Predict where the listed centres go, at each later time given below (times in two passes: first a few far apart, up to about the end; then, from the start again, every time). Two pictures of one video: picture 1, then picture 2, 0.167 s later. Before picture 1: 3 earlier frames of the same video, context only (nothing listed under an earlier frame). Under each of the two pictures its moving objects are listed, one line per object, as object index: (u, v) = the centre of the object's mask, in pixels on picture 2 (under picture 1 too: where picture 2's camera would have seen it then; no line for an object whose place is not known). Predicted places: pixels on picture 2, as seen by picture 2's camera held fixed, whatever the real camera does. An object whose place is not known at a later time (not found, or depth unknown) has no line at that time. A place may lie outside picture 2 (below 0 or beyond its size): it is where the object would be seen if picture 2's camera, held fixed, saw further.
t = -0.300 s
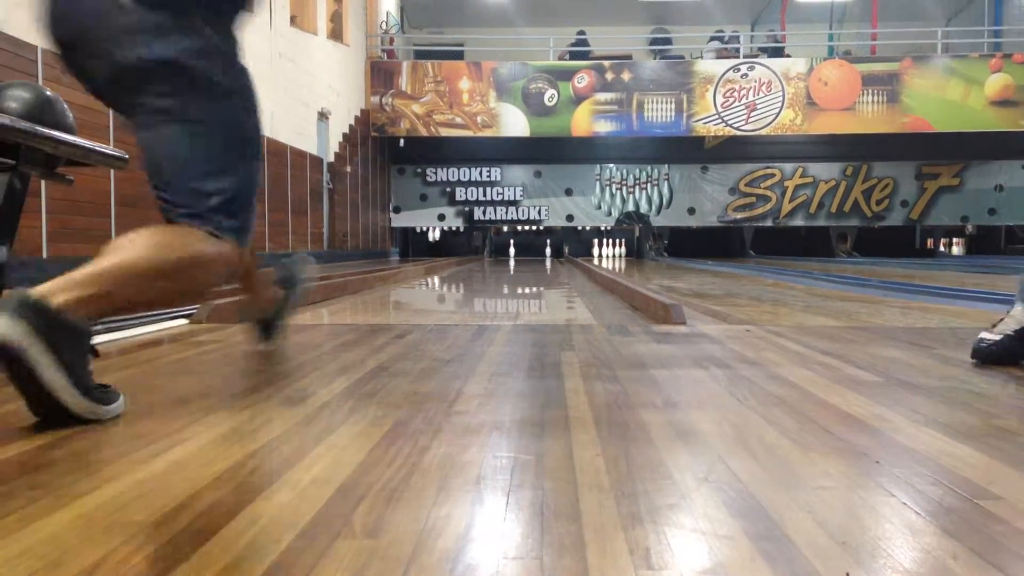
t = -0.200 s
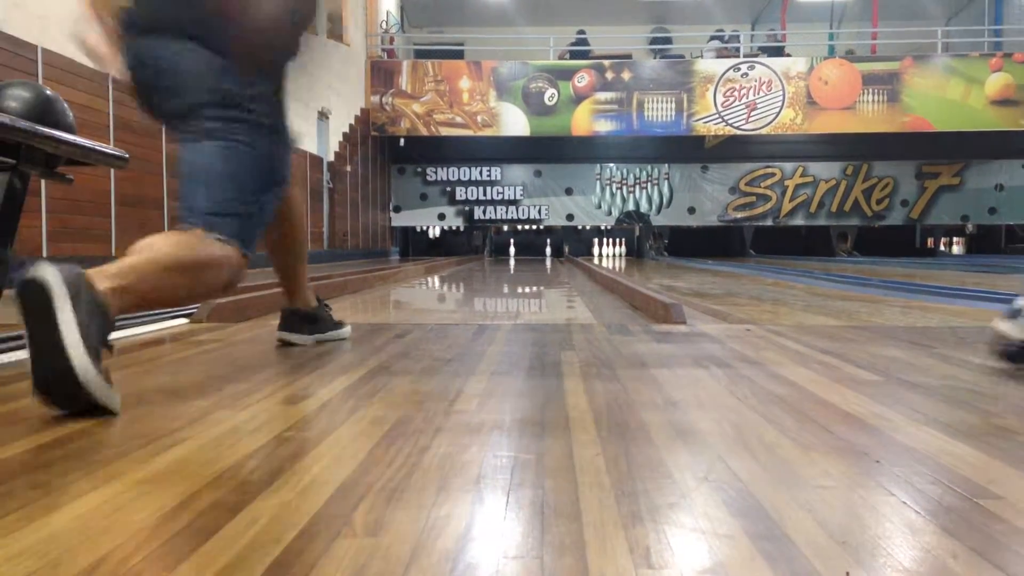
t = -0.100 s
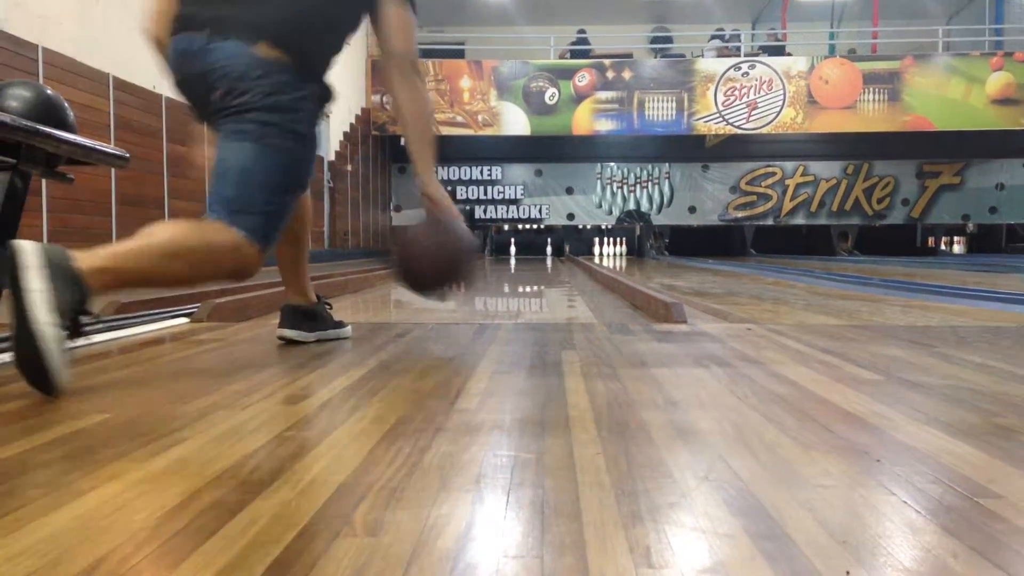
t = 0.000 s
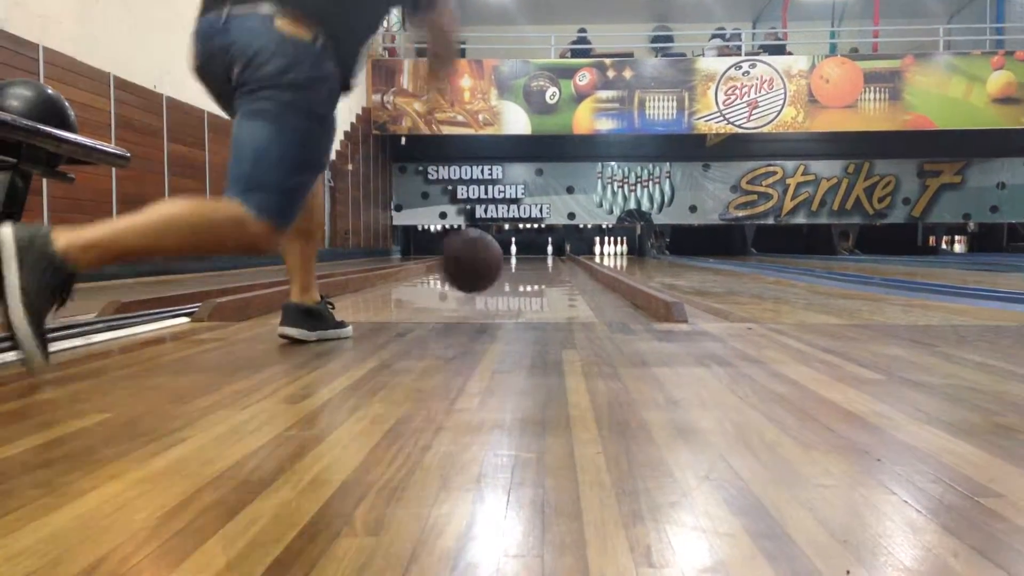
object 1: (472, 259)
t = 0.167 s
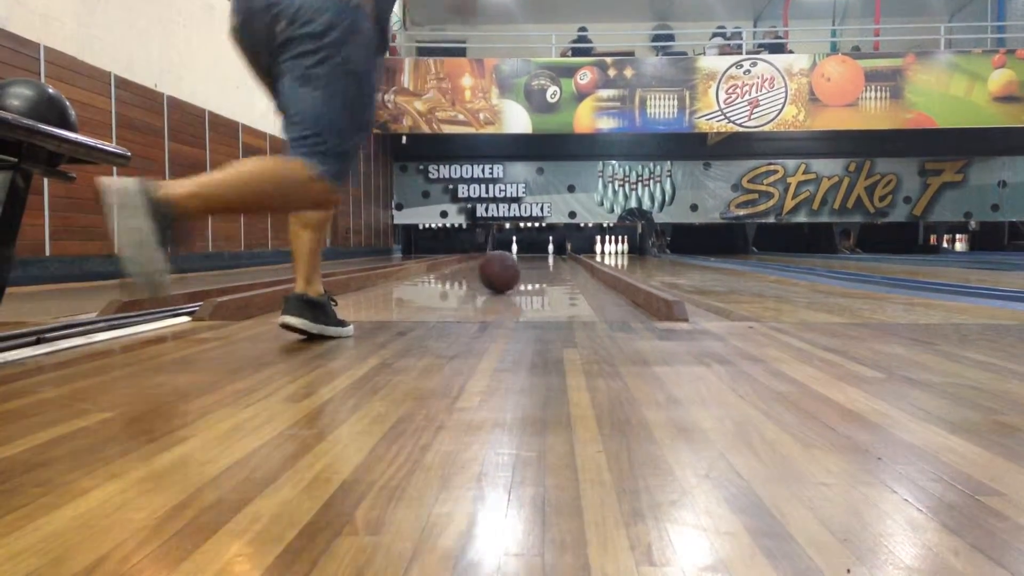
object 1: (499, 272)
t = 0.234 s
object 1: (504, 269)
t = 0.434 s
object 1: (517, 262)
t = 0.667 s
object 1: (525, 257)
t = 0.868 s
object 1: (529, 255)
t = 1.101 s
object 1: (532, 253)
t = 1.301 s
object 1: (533, 252)
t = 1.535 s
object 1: (534, 251)
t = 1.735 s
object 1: (534, 250)
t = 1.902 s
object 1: (534, 250)
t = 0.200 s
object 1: (502, 270)
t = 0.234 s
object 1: (504, 269)
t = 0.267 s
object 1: (507, 267)
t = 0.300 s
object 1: (510, 266)
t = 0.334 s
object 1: (512, 265)
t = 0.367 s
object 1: (513, 264)
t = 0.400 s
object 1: (515, 263)
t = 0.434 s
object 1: (517, 262)
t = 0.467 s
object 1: (518, 261)
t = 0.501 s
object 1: (520, 260)
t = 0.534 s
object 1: (521, 260)
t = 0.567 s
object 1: (522, 259)
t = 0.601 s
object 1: (523, 258)
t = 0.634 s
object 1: (525, 258)
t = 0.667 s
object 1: (525, 257)
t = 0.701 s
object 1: (526, 257)
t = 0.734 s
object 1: (526, 257)
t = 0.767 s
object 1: (527, 256)
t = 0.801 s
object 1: (527, 256)
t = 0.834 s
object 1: (528, 255)
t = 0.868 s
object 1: (529, 255)
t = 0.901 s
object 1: (529, 255)
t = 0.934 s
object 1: (529, 254)
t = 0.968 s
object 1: (530, 254)
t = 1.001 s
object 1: (530, 254)
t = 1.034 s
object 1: (530, 254)
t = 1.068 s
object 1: (531, 253)
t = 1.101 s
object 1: (532, 253)
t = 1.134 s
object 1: (532, 253)
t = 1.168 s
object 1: (532, 253)
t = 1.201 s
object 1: (533, 252)
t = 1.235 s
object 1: (533, 252)
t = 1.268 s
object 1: (533, 252)
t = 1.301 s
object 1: (533, 252)
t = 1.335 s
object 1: (533, 251)
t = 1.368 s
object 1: (533, 251)
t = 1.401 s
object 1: (534, 251)
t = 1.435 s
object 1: (534, 251)
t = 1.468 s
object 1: (534, 251)
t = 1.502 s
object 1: (534, 251)
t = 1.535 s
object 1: (534, 251)
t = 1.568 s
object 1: (534, 251)
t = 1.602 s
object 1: (534, 251)
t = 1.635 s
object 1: (534, 251)
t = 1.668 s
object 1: (534, 250)
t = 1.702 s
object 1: (534, 250)
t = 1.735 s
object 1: (534, 250)
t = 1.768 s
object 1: (534, 250)
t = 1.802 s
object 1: (534, 250)
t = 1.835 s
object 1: (535, 250)
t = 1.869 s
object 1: (534, 250)
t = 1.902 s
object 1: (534, 250)
